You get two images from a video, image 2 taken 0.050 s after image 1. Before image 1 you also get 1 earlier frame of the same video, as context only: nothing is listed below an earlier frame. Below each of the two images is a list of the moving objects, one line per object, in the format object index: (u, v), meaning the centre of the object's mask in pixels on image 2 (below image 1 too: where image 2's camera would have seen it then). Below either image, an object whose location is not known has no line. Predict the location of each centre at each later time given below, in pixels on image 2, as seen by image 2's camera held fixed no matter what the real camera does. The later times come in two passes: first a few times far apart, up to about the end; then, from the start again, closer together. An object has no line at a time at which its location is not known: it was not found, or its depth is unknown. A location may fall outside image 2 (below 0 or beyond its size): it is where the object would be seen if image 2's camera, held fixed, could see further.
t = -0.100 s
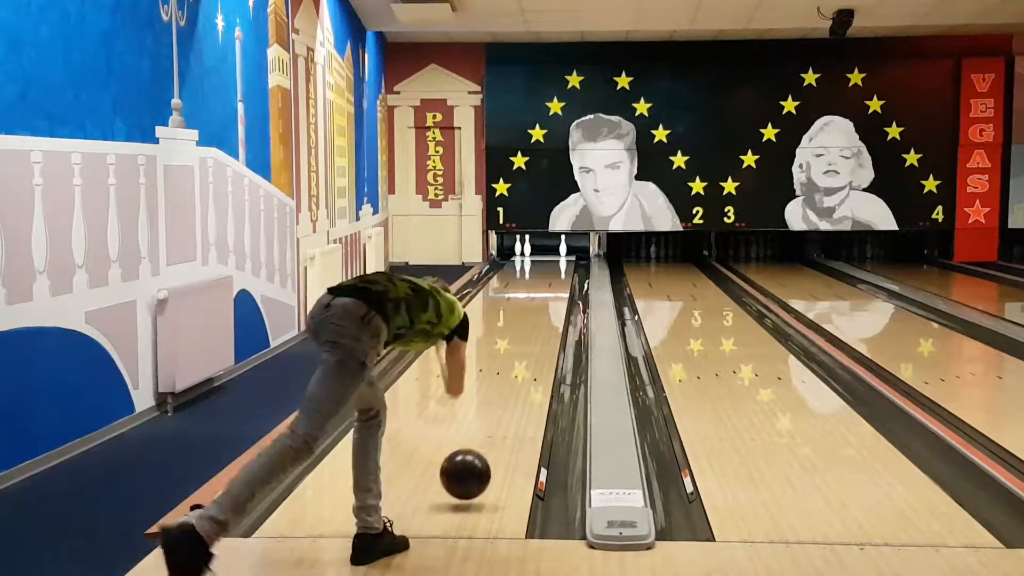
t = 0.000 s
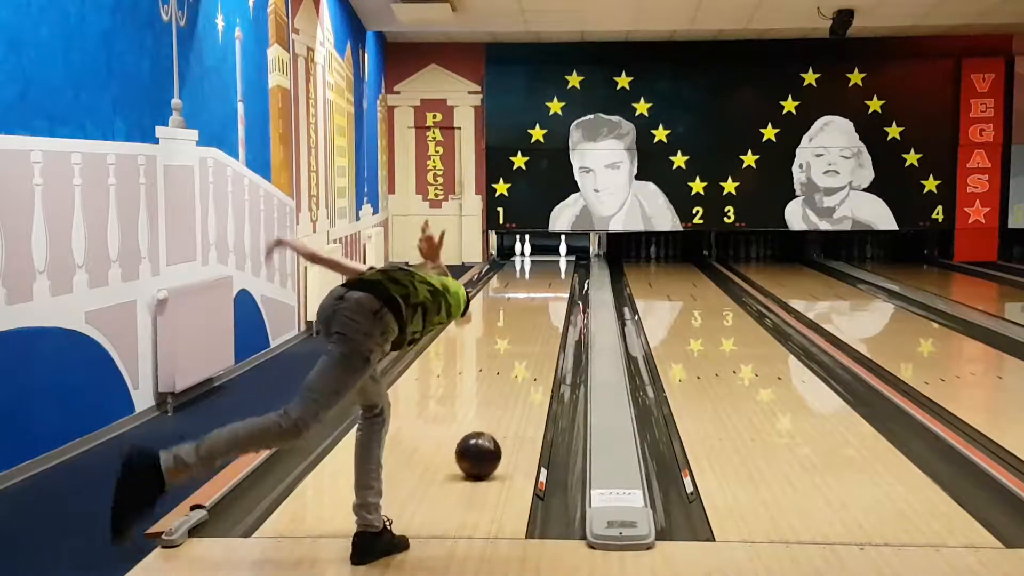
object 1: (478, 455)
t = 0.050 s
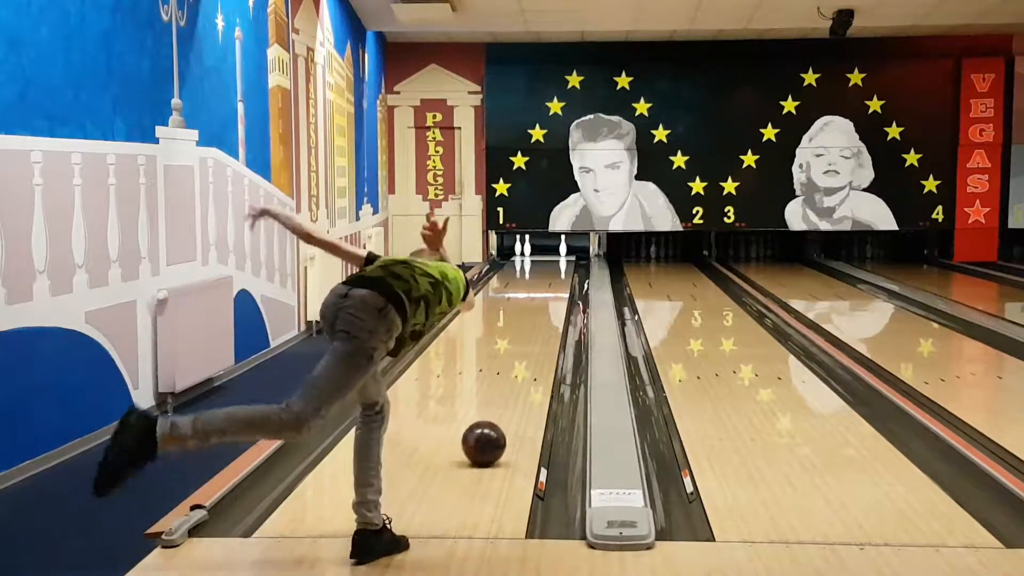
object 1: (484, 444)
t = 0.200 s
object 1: (498, 413)
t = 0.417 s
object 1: (512, 380)
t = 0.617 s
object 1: (522, 357)
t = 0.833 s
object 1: (529, 337)
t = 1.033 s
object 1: (532, 322)
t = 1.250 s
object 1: (536, 309)
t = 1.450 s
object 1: (538, 298)
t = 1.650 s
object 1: (540, 290)
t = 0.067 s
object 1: (485, 440)
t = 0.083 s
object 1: (487, 436)
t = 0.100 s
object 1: (489, 433)
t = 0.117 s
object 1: (490, 429)
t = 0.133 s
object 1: (492, 426)
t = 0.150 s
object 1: (493, 423)
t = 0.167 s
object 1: (495, 419)
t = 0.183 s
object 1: (496, 416)
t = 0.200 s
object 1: (498, 413)
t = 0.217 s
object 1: (499, 410)
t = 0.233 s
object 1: (500, 407)
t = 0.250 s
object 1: (502, 405)
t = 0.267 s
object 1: (503, 402)
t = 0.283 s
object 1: (504, 399)
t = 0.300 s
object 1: (505, 396)
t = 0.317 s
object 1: (506, 394)
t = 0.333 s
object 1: (507, 391)
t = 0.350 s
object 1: (508, 389)
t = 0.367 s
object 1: (509, 387)
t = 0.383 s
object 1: (510, 384)
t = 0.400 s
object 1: (511, 382)
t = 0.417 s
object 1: (512, 380)
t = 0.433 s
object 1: (513, 378)
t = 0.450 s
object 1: (514, 375)
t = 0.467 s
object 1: (515, 373)
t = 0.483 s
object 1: (516, 371)
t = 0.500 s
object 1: (516, 369)
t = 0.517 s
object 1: (517, 367)
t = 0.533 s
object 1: (518, 366)
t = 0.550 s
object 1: (519, 364)
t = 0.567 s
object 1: (519, 362)
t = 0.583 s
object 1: (520, 360)
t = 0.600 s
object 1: (521, 358)
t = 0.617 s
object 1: (522, 357)
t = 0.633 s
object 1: (522, 355)
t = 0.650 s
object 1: (523, 353)
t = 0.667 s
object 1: (523, 352)
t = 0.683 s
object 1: (524, 350)
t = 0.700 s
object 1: (525, 348)
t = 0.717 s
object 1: (525, 347)
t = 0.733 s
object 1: (526, 345)
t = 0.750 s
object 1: (526, 344)
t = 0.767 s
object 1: (527, 343)
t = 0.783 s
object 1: (527, 341)
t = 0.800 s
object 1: (527, 340)
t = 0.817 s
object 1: (528, 338)
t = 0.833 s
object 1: (529, 337)
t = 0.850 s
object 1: (529, 335)
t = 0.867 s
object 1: (529, 334)
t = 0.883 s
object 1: (530, 333)
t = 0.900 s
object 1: (530, 332)
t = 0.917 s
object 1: (530, 330)
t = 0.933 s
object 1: (531, 329)
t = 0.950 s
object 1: (531, 328)
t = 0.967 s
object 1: (531, 327)
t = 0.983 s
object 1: (532, 326)
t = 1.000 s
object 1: (532, 325)
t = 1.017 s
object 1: (532, 323)
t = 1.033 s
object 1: (532, 322)
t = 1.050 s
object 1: (533, 321)
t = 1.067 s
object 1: (533, 320)
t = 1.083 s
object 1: (533, 319)
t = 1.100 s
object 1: (534, 318)
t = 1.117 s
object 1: (534, 317)
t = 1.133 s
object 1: (534, 316)
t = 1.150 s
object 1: (534, 315)
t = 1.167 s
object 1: (535, 314)
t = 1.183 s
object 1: (535, 313)
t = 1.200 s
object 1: (535, 312)
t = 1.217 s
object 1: (535, 311)
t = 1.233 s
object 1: (536, 310)
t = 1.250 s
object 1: (536, 309)
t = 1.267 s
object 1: (536, 308)
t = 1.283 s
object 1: (536, 308)
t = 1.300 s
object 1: (536, 307)
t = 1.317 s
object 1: (537, 306)
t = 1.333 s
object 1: (537, 305)
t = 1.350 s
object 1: (537, 304)
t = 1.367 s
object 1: (537, 303)
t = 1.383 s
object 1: (538, 301)
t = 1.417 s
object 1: (538, 301)
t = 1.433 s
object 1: (538, 300)
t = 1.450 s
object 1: (538, 298)
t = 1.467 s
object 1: (538, 298)
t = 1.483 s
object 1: (539, 297)
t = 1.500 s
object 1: (539, 296)
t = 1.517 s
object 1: (539, 295)
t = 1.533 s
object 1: (539, 295)
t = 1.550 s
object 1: (539, 294)
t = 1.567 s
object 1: (539, 293)
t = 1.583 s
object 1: (539, 292)
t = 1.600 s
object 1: (539, 292)
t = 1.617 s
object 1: (540, 291)
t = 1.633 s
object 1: (540, 290)
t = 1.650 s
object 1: (540, 290)
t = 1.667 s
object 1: (540, 289)
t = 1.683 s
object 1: (540, 288)
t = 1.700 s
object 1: (540, 288)
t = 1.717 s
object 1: (540, 287)
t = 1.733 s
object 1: (541, 286)
